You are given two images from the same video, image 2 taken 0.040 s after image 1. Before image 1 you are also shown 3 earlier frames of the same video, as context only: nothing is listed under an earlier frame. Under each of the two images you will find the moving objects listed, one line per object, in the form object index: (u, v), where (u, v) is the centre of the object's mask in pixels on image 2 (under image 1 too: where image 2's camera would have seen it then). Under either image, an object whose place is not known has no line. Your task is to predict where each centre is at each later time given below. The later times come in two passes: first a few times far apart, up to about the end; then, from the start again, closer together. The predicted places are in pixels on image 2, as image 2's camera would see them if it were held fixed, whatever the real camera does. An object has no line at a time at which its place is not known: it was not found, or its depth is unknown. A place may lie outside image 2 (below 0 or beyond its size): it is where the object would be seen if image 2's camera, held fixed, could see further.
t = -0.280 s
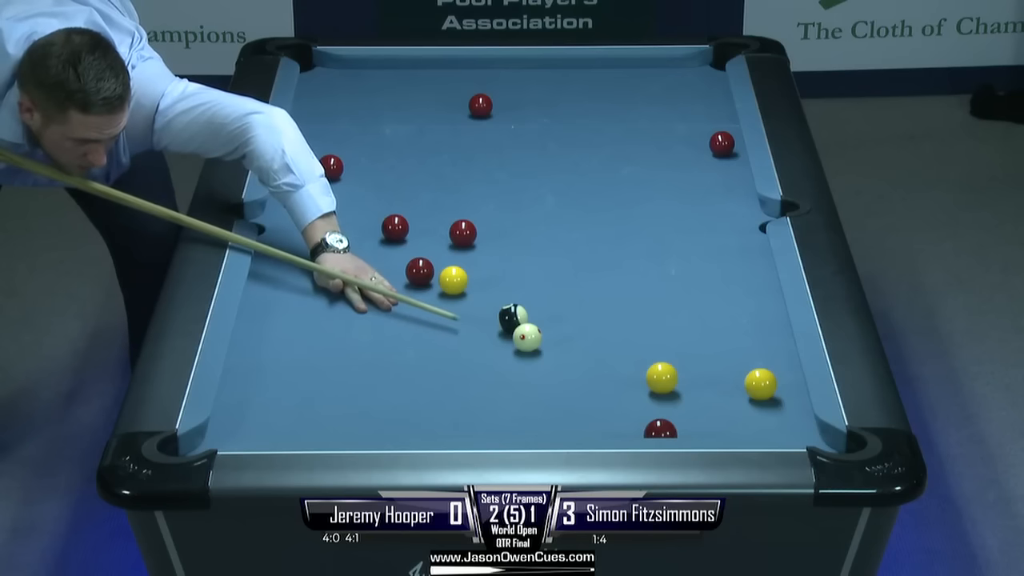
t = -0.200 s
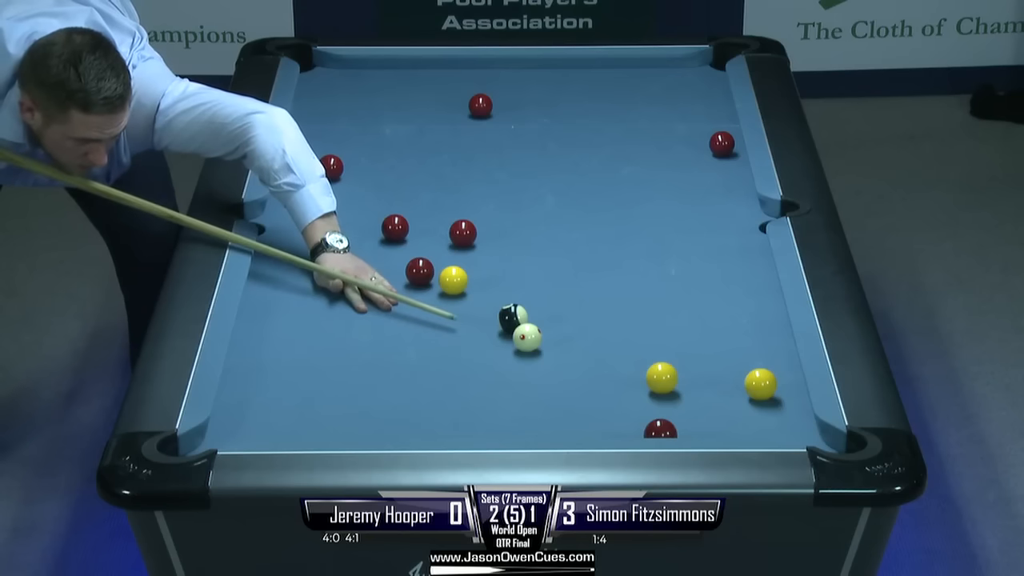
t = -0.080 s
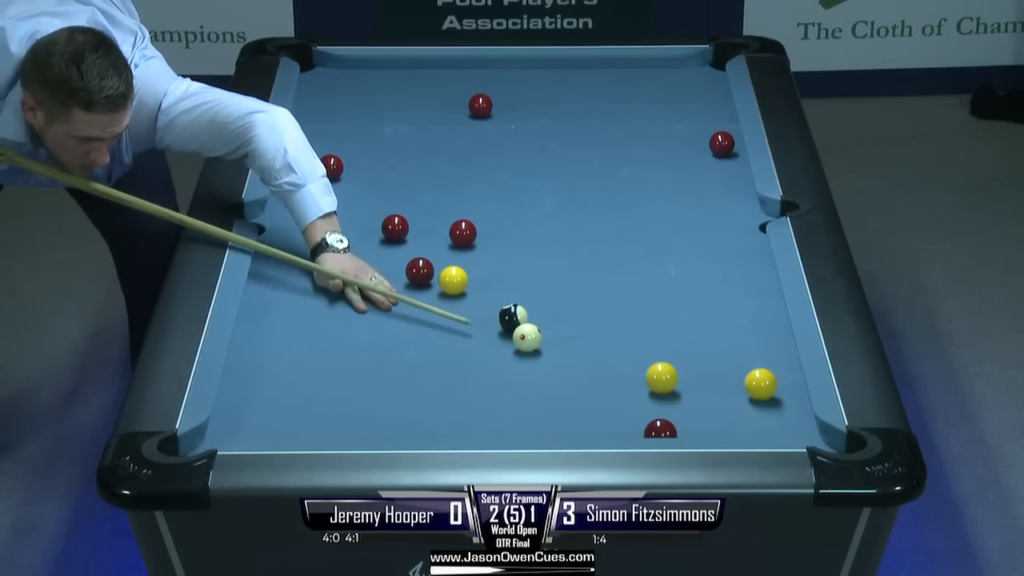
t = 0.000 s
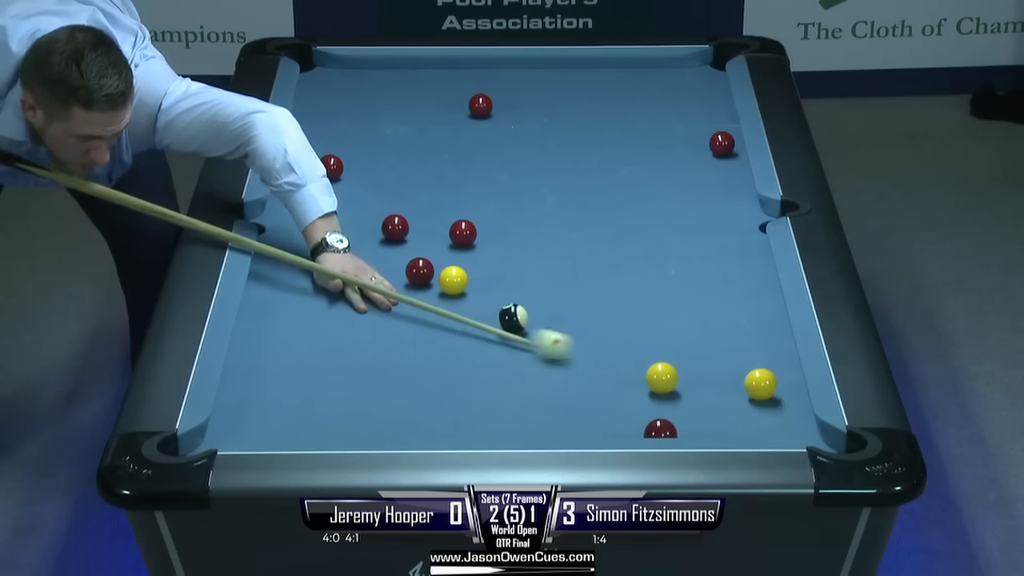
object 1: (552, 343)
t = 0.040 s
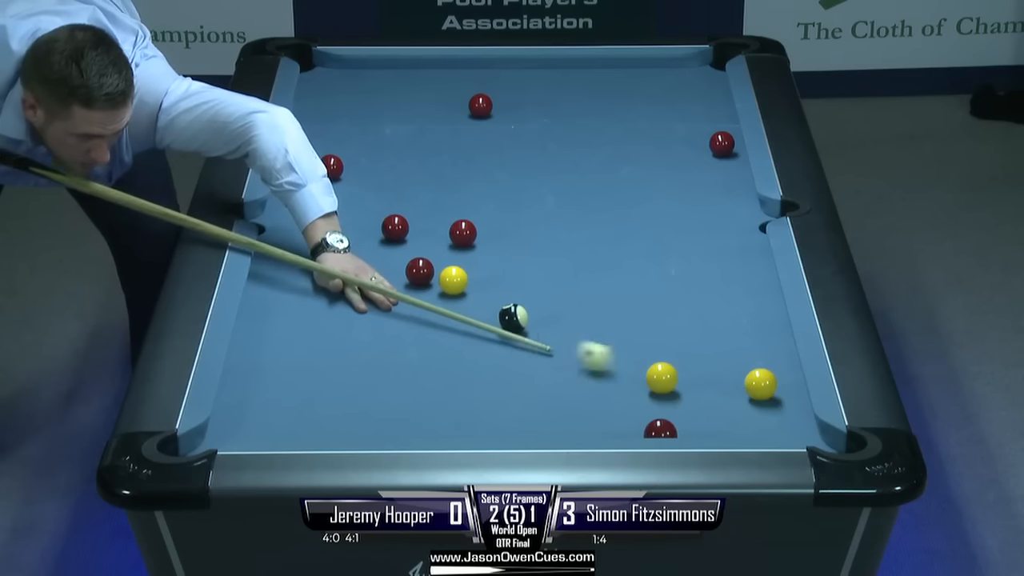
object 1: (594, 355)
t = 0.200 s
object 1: (643, 358)
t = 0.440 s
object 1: (640, 337)
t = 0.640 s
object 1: (638, 322)
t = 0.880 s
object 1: (635, 305)
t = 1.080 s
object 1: (632, 293)
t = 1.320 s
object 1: (630, 279)
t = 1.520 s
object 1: (630, 269)
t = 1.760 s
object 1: (629, 258)
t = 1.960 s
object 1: (630, 250)
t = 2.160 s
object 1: (630, 243)
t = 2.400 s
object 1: (631, 236)
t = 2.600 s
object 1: (632, 231)
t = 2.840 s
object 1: (632, 226)
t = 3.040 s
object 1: (632, 223)
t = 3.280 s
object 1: (630, 220)
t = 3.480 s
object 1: (630, 218)
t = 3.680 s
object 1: (630, 218)
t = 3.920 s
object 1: (631, 218)
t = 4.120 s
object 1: (631, 218)
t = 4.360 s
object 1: (631, 218)
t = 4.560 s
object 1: (630, 218)
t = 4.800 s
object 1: (631, 218)
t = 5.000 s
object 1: (630, 218)
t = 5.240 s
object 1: (631, 218)
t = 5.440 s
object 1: (631, 218)
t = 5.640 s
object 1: (631, 218)
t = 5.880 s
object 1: (631, 218)
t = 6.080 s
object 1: (631, 218)
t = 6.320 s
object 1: (631, 218)
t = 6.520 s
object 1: (631, 218)
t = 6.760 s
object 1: (631, 218)
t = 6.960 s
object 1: (631, 218)
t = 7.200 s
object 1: (631, 218)
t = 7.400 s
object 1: (631, 218)
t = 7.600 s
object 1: (631, 218)
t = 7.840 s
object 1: (631, 218)
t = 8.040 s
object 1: (631, 218)
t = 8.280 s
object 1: (631, 218)
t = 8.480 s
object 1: (631, 218)
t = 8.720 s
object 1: (631, 218)
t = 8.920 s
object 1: (631, 218)
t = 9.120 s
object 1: (631, 218)
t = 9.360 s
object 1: (631, 218)
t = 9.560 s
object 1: (631, 218)
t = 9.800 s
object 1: (631, 218)
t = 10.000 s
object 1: (631, 218)
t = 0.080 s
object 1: (634, 367)
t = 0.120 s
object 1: (642, 365)
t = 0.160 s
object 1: (643, 361)
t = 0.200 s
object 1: (643, 358)
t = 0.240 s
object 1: (643, 354)
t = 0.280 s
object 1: (642, 351)
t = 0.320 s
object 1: (641, 347)
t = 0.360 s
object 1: (641, 344)
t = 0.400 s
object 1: (640, 340)
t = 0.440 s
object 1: (640, 337)
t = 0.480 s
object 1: (639, 334)
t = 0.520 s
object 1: (639, 331)
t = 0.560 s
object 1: (638, 328)
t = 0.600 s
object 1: (638, 325)
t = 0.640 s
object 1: (638, 322)
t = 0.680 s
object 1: (637, 319)
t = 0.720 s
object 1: (637, 316)
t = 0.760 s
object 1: (636, 313)
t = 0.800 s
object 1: (636, 310)
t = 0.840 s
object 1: (635, 308)
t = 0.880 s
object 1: (635, 305)
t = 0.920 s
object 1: (635, 302)
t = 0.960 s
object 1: (634, 300)
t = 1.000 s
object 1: (633, 298)
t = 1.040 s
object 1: (633, 295)
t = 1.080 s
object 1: (632, 293)
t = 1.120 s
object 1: (632, 290)
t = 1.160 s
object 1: (632, 288)
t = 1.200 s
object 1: (632, 286)
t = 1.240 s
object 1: (631, 283)
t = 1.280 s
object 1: (631, 281)
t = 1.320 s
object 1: (630, 279)
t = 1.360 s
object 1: (630, 277)
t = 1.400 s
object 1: (630, 275)
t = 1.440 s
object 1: (630, 273)
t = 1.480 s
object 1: (630, 271)
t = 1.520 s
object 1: (630, 269)
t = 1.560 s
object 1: (630, 267)
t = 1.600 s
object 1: (629, 265)
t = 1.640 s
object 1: (629, 263)
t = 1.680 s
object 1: (629, 262)
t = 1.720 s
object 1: (629, 260)
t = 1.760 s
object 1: (629, 258)
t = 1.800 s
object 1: (629, 256)
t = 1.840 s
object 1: (629, 255)
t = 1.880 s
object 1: (629, 253)
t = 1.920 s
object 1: (630, 251)
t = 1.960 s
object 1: (630, 250)
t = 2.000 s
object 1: (630, 248)
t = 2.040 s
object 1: (630, 247)
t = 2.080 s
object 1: (630, 246)
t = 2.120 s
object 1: (630, 244)
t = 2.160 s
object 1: (630, 243)
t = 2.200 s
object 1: (630, 242)
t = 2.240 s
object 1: (630, 241)
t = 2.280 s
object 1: (630, 239)
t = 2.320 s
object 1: (631, 238)
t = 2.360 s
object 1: (631, 237)
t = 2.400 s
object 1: (631, 236)
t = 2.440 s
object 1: (631, 235)
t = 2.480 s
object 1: (632, 233)
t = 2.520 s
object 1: (632, 233)
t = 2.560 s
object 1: (632, 232)
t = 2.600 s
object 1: (632, 231)
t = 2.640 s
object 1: (632, 230)
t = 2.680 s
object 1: (632, 229)
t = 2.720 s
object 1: (632, 228)
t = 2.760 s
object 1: (632, 227)
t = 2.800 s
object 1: (632, 227)
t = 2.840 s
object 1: (632, 226)
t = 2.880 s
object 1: (632, 225)
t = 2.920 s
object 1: (632, 224)
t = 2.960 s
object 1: (632, 224)
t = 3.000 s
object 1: (632, 223)
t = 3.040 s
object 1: (632, 223)
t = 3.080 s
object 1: (631, 222)
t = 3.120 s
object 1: (631, 222)
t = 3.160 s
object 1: (631, 221)
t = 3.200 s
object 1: (631, 220)
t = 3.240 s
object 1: (630, 220)
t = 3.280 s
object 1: (630, 220)
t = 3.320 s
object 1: (630, 220)
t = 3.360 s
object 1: (630, 219)
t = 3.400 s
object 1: (630, 219)
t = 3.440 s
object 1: (630, 219)
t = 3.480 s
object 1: (630, 218)
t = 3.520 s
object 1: (630, 218)
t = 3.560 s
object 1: (630, 218)
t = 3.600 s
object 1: (630, 218)
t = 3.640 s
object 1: (630, 218)
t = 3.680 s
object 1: (630, 218)
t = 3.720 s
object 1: (631, 218)
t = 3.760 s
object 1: (631, 218)
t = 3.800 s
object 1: (631, 218)
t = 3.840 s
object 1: (631, 218)
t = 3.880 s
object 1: (631, 218)
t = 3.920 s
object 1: (631, 218)
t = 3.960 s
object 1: (631, 218)
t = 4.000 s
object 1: (631, 218)
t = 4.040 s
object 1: (631, 218)
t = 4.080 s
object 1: (631, 218)
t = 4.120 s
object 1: (631, 218)
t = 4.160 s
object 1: (631, 218)
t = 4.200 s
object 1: (631, 218)
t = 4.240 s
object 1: (631, 218)
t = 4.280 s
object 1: (631, 218)
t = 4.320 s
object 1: (631, 218)
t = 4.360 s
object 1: (631, 218)
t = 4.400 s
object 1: (631, 218)
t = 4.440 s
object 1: (631, 218)
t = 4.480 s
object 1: (630, 218)
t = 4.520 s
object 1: (631, 218)
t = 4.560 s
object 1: (630, 218)
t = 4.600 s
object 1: (631, 218)
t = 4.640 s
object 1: (631, 218)
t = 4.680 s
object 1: (630, 218)
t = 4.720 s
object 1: (631, 218)
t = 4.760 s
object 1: (630, 218)
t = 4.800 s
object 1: (631, 218)
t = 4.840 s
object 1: (631, 218)
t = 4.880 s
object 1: (631, 218)
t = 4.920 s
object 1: (631, 218)
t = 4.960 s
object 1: (631, 218)
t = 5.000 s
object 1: (630, 218)
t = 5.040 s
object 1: (631, 218)
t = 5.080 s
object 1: (631, 218)
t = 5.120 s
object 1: (631, 218)
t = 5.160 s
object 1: (631, 218)
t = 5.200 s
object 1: (631, 218)
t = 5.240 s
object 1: (631, 218)
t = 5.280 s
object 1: (631, 218)
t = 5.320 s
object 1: (631, 218)
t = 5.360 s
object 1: (631, 218)
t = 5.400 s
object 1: (631, 218)
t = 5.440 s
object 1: (631, 218)
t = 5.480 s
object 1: (631, 218)
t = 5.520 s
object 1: (631, 218)
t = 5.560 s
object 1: (631, 218)
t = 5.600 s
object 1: (631, 218)
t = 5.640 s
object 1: (631, 218)
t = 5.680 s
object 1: (631, 218)
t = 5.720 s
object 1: (631, 218)
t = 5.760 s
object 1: (631, 218)
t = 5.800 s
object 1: (631, 218)
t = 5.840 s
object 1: (631, 218)
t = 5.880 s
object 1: (631, 218)
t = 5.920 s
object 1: (631, 218)
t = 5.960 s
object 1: (631, 218)
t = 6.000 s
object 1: (631, 218)
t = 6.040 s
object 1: (631, 218)
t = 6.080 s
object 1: (631, 218)
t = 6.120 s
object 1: (631, 218)
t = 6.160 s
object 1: (631, 218)
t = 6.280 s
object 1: (631, 218)
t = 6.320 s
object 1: (631, 218)
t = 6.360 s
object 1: (631, 218)
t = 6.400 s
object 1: (631, 218)
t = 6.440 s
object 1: (631, 218)
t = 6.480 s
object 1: (631, 218)
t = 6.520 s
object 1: (631, 218)
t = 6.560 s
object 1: (631, 218)
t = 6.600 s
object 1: (630, 218)
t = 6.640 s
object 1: (631, 218)
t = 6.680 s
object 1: (631, 218)
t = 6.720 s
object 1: (630, 218)
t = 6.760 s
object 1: (631, 218)
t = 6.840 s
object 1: (631, 218)
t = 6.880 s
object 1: (631, 218)
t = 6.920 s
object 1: (631, 218)
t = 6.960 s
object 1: (631, 218)
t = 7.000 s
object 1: (631, 218)
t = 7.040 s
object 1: (631, 218)
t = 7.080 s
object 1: (631, 218)
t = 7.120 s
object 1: (631, 218)
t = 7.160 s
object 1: (631, 218)
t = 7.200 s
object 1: (631, 218)
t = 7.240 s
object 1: (631, 218)
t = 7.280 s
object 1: (631, 218)
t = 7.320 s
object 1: (631, 218)
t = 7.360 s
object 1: (631, 218)
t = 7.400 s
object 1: (631, 218)
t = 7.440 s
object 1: (631, 218)
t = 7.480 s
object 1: (631, 218)
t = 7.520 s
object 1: (631, 218)
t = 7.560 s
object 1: (631, 218)
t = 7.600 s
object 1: (631, 218)
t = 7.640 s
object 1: (631, 218)
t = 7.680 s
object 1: (631, 218)
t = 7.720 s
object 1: (631, 218)
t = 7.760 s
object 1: (631, 218)
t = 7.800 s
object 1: (631, 218)
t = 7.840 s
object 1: (631, 218)
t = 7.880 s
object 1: (631, 218)
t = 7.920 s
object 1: (631, 218)
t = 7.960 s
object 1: (631, 218)
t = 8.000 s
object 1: (631, 218)
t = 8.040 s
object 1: (631, 218)
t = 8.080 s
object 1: (630, 218)
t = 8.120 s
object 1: (631, 218)
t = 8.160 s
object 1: (631, 218)
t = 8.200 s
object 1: (631, 218)
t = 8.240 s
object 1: (631, 218)
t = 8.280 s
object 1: (631, 218)
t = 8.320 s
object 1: (631, 218)
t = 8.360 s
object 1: (631, 218)
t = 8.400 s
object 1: (631, 218)
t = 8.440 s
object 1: (631, 218)
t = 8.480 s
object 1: (631, 218)
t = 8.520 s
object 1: (631, 218)
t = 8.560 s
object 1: (631, 218)
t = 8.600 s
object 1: (631, 218)
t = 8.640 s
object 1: (631, 218)
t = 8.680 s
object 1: (631, 218)
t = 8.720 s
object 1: (631, 218)
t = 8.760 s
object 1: (631, 218)
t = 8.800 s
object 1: (631, 218)
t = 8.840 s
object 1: (631, 218)
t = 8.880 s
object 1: (631, 218)
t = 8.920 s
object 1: (631, 218)
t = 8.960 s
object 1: (631, 218)
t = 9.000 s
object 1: (631, 218)
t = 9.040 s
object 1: (631, 218)
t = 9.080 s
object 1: (631, 218)
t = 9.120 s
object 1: (631, 218)
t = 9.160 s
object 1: (631, 218)
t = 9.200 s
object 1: (631, 218)
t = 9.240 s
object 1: (631, 218)
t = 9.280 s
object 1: (631, 218)
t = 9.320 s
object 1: (631, 218)
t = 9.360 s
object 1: (631, 218)
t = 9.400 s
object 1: (631, 218)
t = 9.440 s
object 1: (631, 218)
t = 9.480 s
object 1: (631, 218)
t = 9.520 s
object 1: (631, 218)
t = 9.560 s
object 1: (631, 218)
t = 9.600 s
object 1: (631, 218)
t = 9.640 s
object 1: (631, 218)
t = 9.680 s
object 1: (631, 218)
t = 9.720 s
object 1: (631, 218)
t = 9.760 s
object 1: (631, 218)
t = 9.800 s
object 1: (631, 218)
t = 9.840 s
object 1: (631, 218)
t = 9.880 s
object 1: (631, 218)
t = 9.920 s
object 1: (631, 218)
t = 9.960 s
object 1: (631, 218)
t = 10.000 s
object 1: (631, 218)
